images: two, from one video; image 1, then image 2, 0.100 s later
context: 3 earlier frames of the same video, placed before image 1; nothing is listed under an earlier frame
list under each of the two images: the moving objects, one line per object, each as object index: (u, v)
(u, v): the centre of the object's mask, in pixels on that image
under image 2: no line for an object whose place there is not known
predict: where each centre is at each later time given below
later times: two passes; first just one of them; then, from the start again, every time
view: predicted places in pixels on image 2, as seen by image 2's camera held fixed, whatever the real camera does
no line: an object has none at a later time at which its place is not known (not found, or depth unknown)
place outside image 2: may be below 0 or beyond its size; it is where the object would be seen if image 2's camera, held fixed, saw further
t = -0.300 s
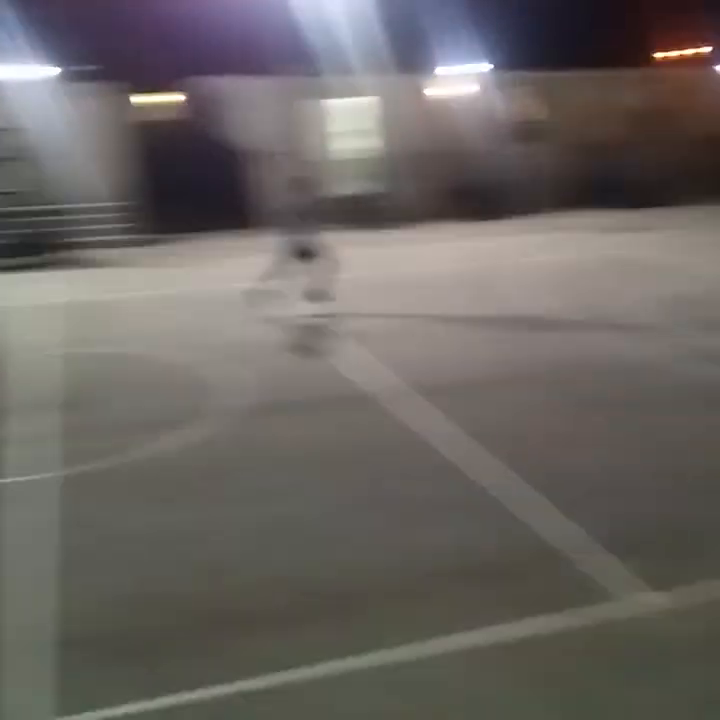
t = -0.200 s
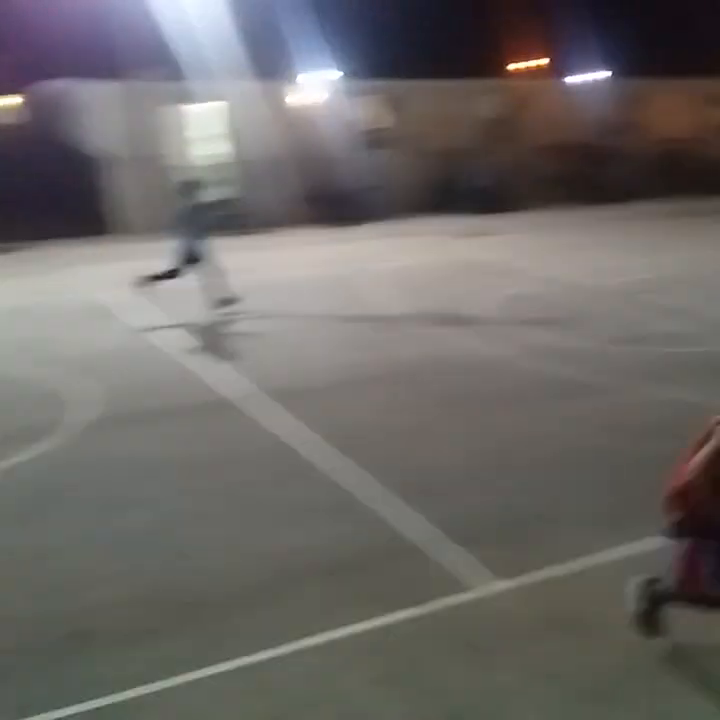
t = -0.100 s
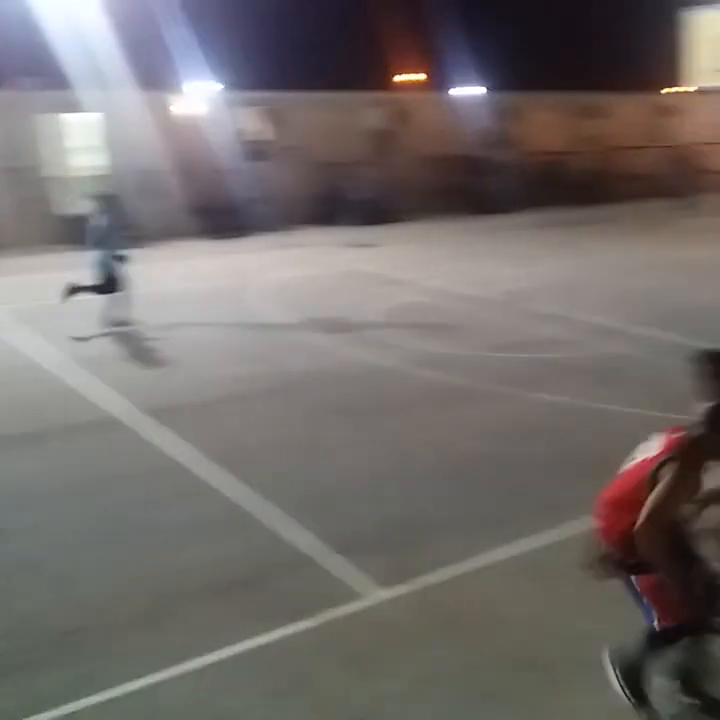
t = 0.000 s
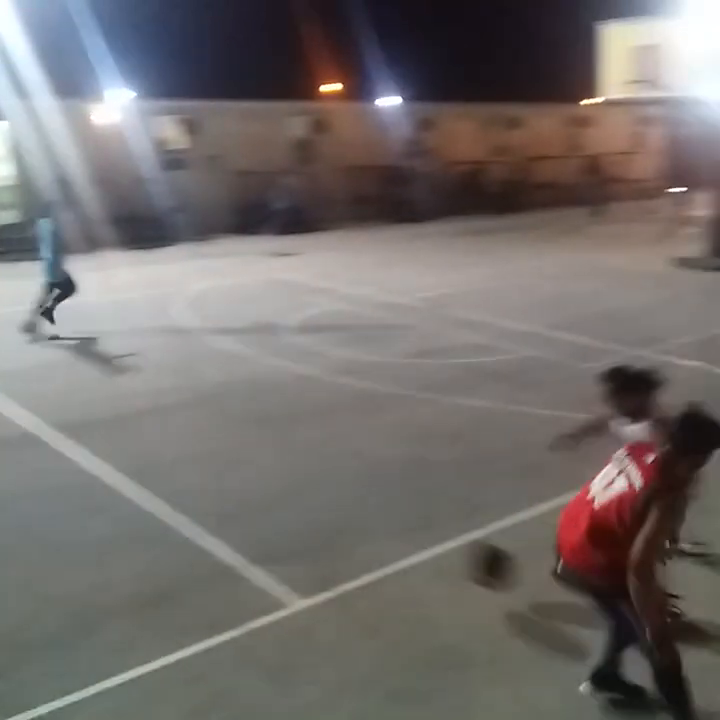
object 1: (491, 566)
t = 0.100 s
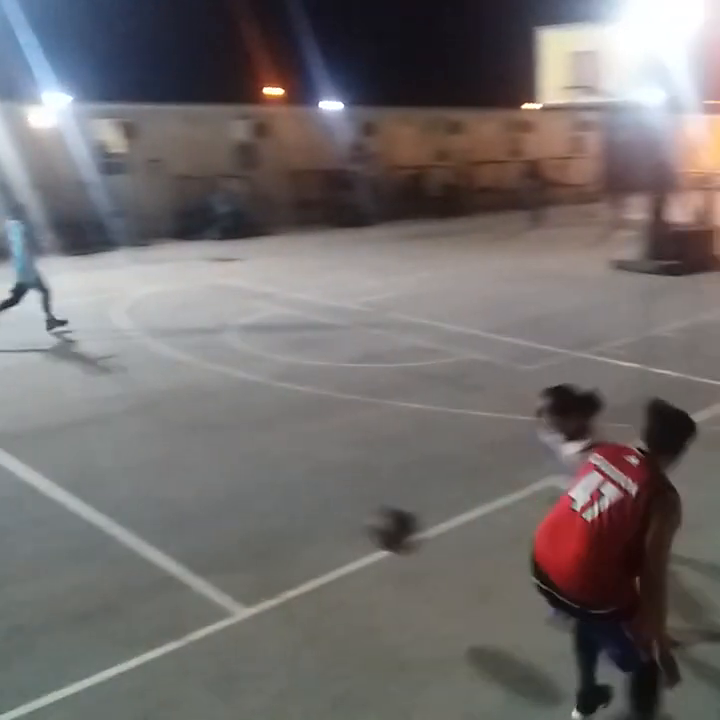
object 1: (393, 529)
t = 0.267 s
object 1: (336, 508)
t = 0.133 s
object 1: (382, 521)
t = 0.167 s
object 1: (371, 516)
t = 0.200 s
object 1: (361, 511)
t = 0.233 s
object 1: (349, 509)
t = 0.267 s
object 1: (336, 508)
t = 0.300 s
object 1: (325, 510)
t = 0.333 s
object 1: (315, 513)
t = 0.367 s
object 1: (303, 518)
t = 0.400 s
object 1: (290, 525)
